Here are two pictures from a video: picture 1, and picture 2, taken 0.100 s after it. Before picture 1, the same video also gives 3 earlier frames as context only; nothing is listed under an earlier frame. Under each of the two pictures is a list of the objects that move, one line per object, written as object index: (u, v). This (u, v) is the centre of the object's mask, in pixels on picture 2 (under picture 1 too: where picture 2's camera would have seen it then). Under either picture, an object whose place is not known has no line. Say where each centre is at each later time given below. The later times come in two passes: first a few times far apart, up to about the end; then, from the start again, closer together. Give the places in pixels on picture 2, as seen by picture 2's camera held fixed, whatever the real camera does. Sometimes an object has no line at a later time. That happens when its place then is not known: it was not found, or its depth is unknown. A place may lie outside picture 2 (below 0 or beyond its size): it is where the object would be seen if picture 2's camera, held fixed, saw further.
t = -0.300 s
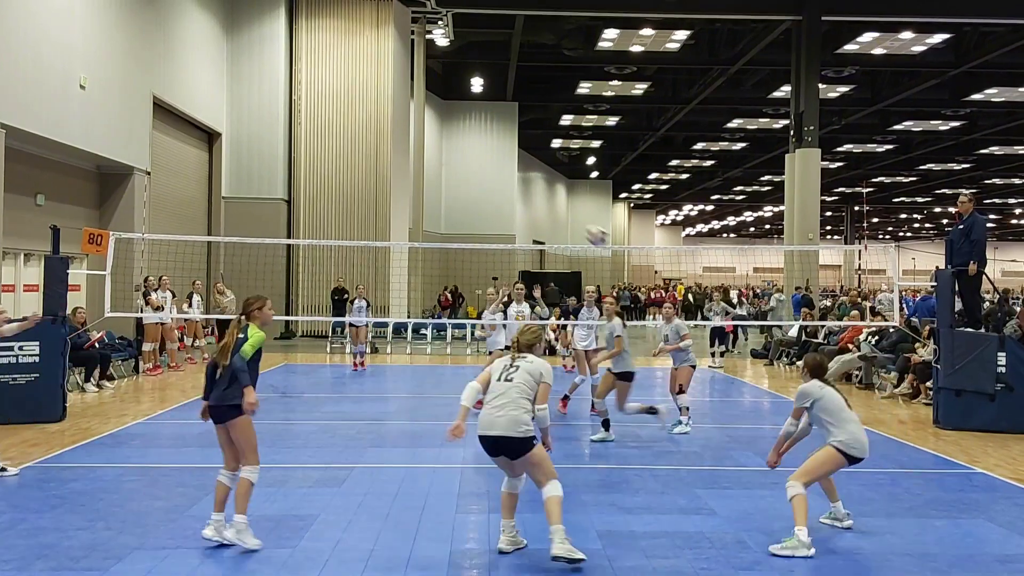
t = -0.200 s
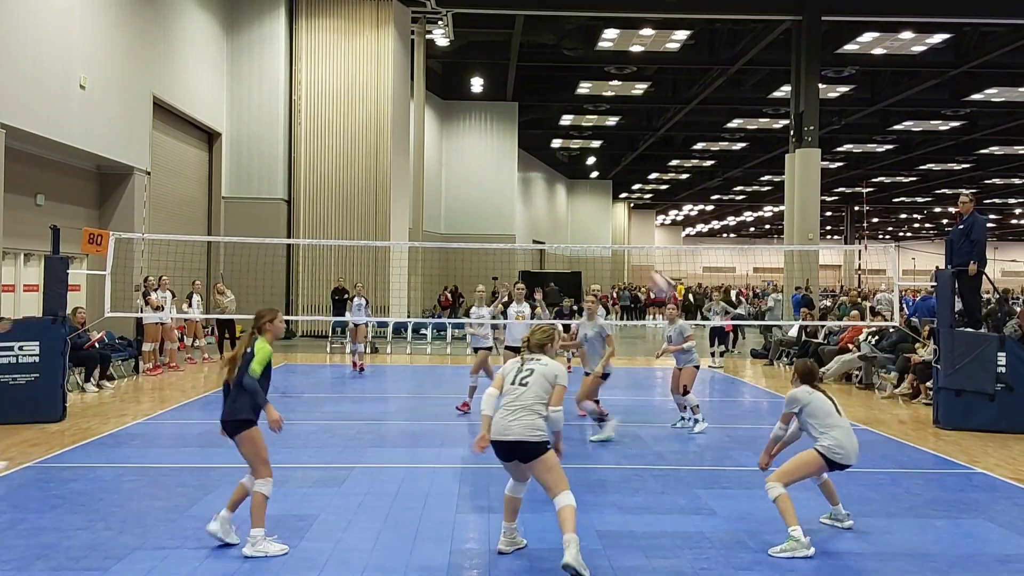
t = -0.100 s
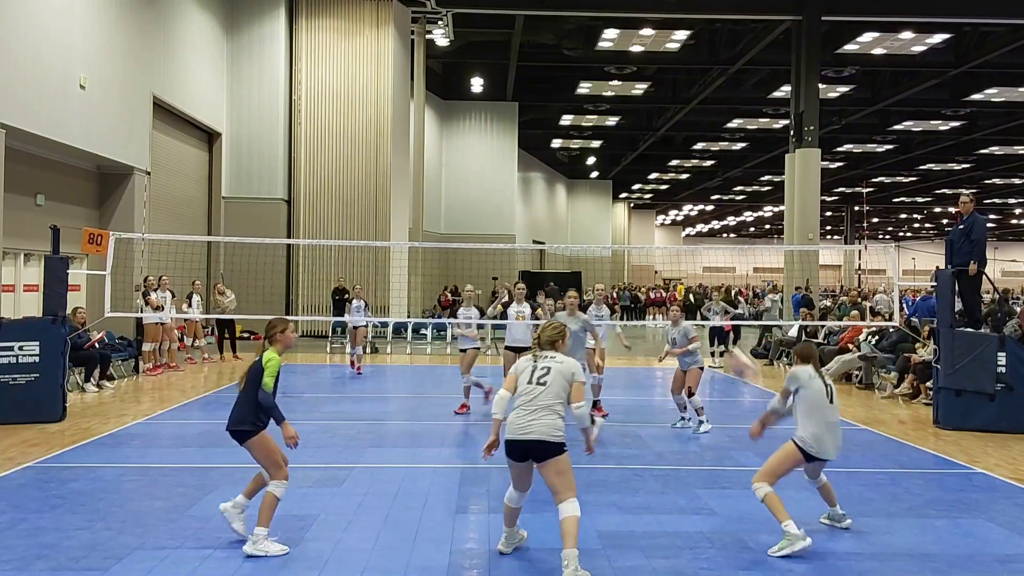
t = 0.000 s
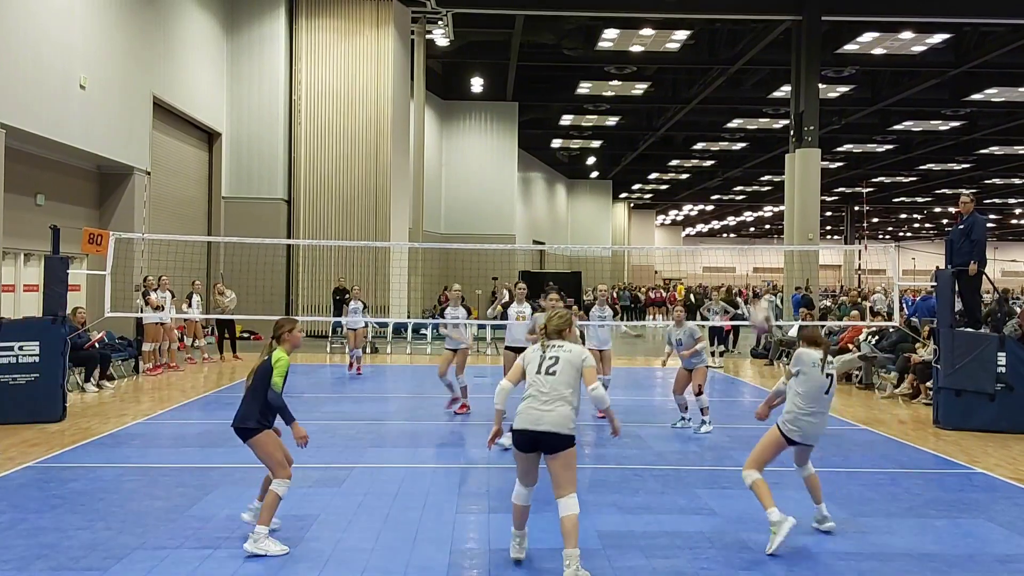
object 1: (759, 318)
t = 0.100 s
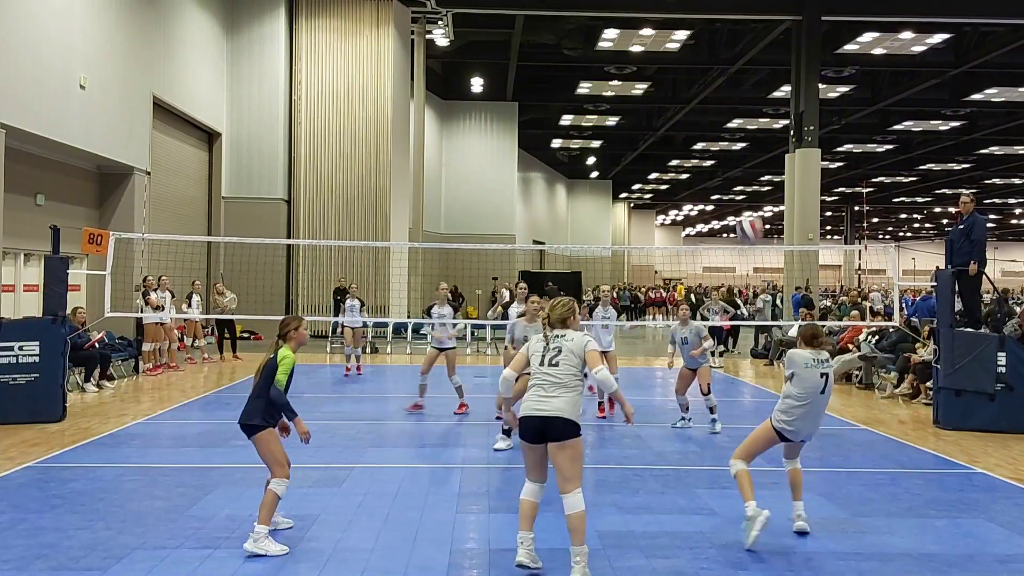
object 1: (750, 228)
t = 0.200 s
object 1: (740, 160)
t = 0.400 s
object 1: (724, 71)
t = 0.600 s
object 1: (711, 37)
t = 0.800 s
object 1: (700, 46)
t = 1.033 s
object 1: (689, 98)
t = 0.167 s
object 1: (742, 179)
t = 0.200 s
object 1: (740, 160)
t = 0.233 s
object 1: (737, 141)
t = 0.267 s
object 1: (734, 123)
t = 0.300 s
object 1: (731, 107)
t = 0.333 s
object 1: (729, 94)
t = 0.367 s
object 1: (726, 81)
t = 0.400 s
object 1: (724, 71)
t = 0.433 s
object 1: (722, 62)
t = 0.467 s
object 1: (719, 54)
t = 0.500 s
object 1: (717, 48)
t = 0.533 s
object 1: (715, 43)
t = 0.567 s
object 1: (713, 40)
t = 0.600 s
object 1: (711, 37)
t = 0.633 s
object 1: (709, 36)
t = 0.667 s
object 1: (707, 36)
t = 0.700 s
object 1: (706, 37)
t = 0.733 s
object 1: (703, 39)
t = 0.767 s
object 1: (702, 42)
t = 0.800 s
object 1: (700, 46)
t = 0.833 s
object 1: (699, 51)
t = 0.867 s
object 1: (697, 57)
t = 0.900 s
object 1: (695, 64)
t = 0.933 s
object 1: (694, 72)
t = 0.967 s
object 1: (692, 80)
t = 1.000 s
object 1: (691, 89)
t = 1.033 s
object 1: (689, 98)
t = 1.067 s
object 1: (688, 109)
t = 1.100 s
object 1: (687, 120)
